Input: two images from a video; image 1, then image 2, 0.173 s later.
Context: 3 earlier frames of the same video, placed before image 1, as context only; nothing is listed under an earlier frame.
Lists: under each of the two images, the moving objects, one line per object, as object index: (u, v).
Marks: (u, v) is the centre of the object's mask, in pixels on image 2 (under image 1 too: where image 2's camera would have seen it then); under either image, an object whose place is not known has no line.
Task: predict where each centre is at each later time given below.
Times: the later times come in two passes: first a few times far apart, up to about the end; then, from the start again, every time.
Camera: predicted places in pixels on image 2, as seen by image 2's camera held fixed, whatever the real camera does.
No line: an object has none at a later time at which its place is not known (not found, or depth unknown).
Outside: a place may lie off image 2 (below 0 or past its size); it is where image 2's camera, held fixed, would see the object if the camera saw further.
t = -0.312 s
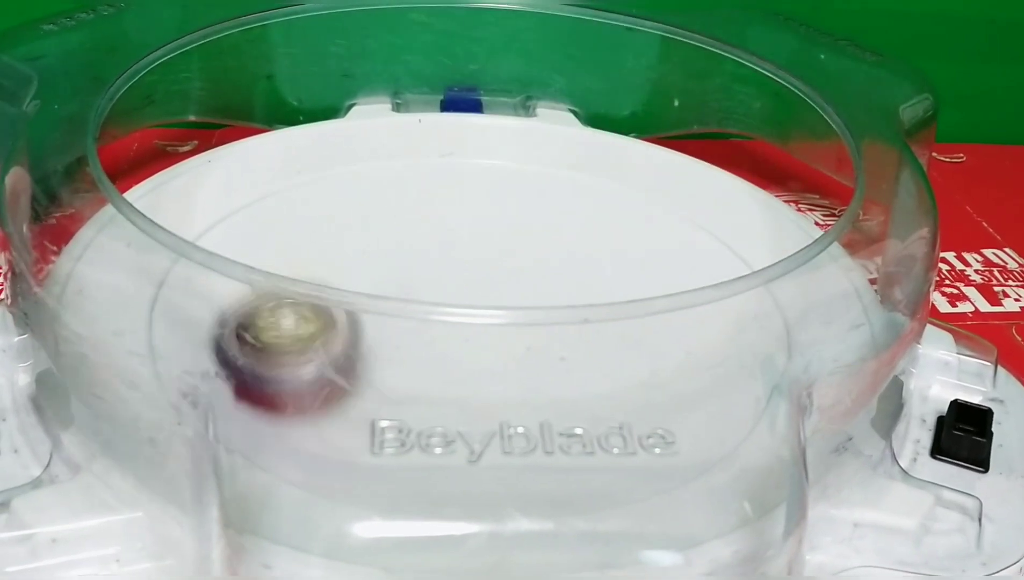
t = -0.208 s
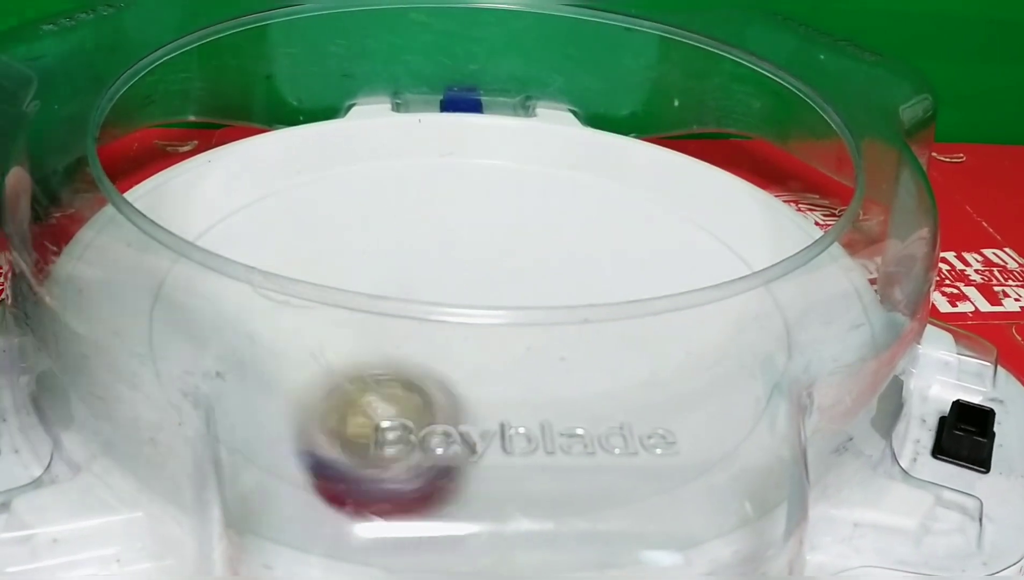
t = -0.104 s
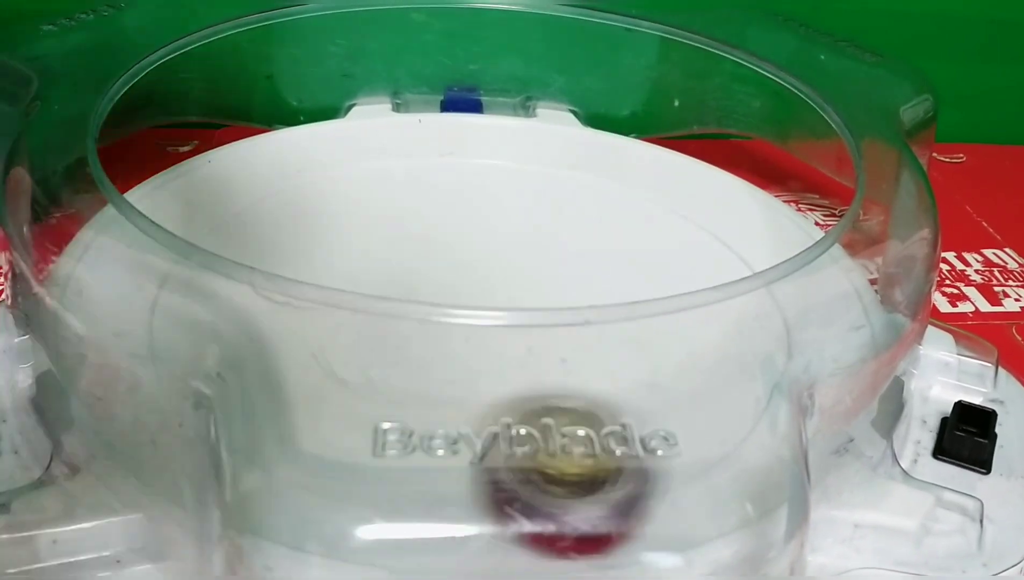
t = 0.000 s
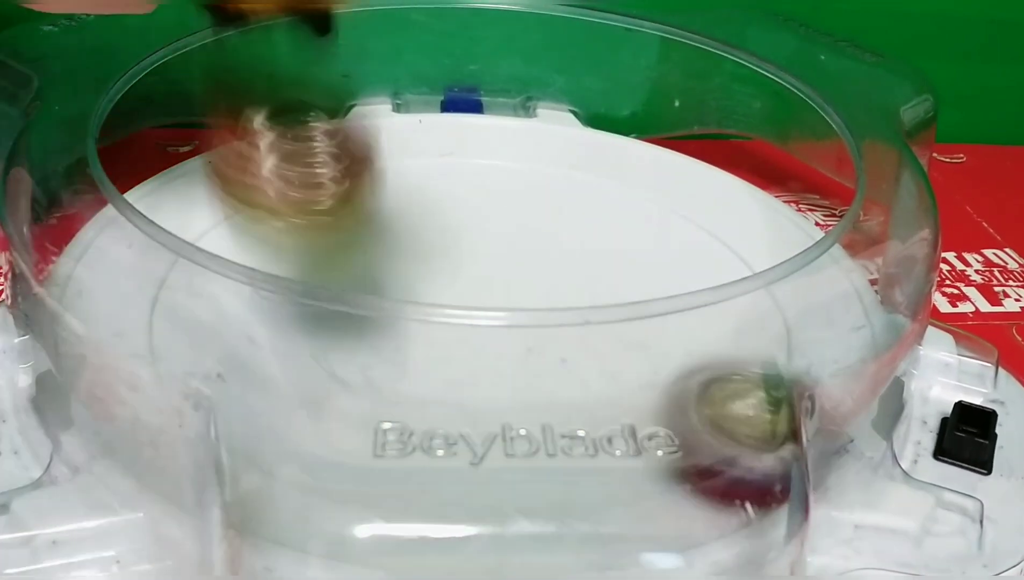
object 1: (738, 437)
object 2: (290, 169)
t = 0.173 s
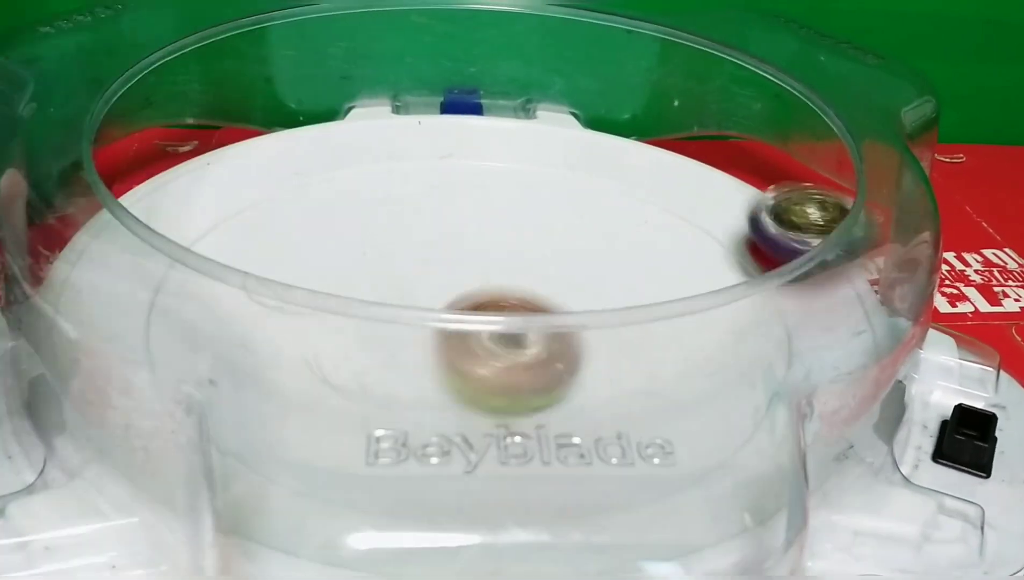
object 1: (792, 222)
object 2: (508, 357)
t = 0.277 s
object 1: (721, 150)
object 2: (576, 331)
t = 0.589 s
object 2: (524, 332)
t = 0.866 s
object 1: (389, 459)
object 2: (355, 324)
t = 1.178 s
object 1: (719, 219)
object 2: (444, 268)
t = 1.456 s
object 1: (338, 172)
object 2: (571, 301)
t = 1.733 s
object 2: (550, 381)
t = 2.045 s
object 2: (364, 328)
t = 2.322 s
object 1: (486, 164)
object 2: (448, 258)
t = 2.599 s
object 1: (166, 254)
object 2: (598, 265)
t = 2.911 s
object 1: (668, 427)
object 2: (630, 337)
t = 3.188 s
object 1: (649, 237)
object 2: (430, 245)
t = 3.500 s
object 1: (603, 177)
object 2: (109, 226)
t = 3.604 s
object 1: (577, 217)
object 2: (156, 248)
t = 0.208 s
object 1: (782, 202)
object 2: (536, 346)
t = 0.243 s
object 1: (754, 175)
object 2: (560, 344)
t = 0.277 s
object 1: (721, 150)
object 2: (576, 331)
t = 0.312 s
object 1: (683, 132)
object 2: (588, 312)
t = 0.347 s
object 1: (641, 125)
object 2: (595, 310)
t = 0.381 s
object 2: (597, 309)
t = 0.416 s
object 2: (595, 308)
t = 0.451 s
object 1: (495, 146)
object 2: (589, 308)
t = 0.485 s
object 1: (440, 158)
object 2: (579, 309)
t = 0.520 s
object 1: (387, 171)
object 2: (564, 311)
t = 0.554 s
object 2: (546, 312)
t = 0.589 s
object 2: (524, 332)
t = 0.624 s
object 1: (243, 224)
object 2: (501, 332)
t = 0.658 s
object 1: (205, 256)
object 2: (476, 337)
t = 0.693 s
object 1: (175, 290)
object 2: (450, 339)
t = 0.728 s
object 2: (426, 340)
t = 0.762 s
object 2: (403, 339)
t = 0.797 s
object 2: (383, 335)
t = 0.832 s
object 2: (369, 326)
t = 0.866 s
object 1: (389, 459)
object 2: (355, 324)
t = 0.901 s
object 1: (478, 476)
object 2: (346, 317)
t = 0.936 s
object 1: (565, 465)
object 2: (342, 317)
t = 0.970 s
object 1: (709, 421)
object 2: (351, 294)
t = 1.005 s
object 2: (360, 286)
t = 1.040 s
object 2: (373, 281)
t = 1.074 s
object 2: (390, 269)
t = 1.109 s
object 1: (766, 274)
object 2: (407, 268)
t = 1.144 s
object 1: (748, 241)
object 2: (425, 268)
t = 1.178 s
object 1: (719, 219)
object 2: (444, 268)
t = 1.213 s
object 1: (683, 197)
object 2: (464, 269)
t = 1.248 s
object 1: (642, 180)
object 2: (482, 269)
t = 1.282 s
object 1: (597, 169)
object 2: (500, 271)
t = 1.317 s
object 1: (549, 162)
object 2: (518, 273)
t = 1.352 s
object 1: (498, 158)
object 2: (533, 275)
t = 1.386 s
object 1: (443, 160)
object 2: (547, 278)
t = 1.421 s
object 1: (390, 163)
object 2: (560, 292)
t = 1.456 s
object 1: (338, 172)
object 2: (571, 301)
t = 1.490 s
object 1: (288, 183)
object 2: (580, 311)
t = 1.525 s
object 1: (240, 197)
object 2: (586, 331)
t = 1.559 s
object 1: (202, 211)
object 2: (590, 336)
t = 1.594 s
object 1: (163, 243)
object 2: (590, 346)
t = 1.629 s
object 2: (590, 366)
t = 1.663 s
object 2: (581, 371)
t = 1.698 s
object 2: (568, 377)
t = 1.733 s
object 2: (550, 381)
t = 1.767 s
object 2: (530, 381)
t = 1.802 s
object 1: (330, 449)
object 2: (506, 383)
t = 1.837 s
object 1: (414, 465)
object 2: (487, 377)
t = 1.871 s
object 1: (496, 468)
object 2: (455, 370)
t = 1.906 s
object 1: (654, 446)
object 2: (412, 374)
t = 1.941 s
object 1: (710, 418)
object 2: (392, 368)
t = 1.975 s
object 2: (376, 359)
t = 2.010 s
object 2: (368, 342)
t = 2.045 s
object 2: (364, 328)
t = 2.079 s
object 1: (746, 260)
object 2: (363, 320)
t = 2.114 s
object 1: (737, 245)
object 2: (367, 298)
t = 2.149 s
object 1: (708, 227)
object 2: (373, 285)
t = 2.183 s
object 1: (671, 206)
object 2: (385, 269)
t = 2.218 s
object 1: (630, 192)
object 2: (398, 265)
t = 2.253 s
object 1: (585, 178)
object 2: (414, 263)
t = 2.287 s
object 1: (536, 170)
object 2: (431, 261)
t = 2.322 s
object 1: (486, 164)
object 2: (448, 258)
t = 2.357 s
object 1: (437, 159)
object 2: (467, 256)
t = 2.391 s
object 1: (389, 159)
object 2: (487, 254)
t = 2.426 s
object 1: (340, 162)
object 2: (507, 254)
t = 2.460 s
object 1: (293, 165)
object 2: (527, 255)
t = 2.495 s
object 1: (249, 174)
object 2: (546, 257)
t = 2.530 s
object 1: (216, 194)
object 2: (564, 260)
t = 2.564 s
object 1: (196, 213)
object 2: (582, 262)
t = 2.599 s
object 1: (166, 254)
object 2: (598, 265)
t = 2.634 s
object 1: (153, 287)
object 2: (612, 268)
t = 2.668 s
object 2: (622, 272)
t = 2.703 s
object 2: (632, 275)
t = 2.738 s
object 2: (641, 296)
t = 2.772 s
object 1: (376, 456)
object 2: (649, 322)
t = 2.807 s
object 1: (456, 464)
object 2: (650, 326)
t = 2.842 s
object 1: (541, 462)
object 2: (647, 336)
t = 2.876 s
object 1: (612, 449)
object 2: (643, 340)
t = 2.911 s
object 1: (668, 427)
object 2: (630, 337)
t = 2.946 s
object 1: (734, 412)
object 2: (605, 345)
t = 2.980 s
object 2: (572, 332)
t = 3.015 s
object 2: (542, 306)
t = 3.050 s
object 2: (514, 281)
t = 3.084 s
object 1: (716, 305)
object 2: (487, 273)
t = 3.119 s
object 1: (698, 265)
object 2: (464, 265)
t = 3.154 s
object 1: (678, 254)
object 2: (445, 255)
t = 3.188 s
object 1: (649, 237)
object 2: (430, 245)
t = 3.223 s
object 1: (616, 222)
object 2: (419, 234)
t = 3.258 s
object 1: (579, 211)
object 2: (412, 226)
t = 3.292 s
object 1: (540, 203)
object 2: (409, 218)
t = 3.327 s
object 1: (541, 189)
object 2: (368, 217)
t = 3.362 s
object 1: (570, 171)
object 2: (294, 214)
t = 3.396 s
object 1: (592, 157)
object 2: (227, 210)
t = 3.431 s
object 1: (600, 157)
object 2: (182, 197)
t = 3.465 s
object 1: (605, 166)
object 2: (164, 201)
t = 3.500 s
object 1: (603, 177)
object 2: (109, 226)
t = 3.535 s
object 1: (600, 188)
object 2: (117, 235)
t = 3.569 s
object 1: (590, 202)
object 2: (131, 240)
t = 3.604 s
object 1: (577, 217)
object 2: (156, 248)
